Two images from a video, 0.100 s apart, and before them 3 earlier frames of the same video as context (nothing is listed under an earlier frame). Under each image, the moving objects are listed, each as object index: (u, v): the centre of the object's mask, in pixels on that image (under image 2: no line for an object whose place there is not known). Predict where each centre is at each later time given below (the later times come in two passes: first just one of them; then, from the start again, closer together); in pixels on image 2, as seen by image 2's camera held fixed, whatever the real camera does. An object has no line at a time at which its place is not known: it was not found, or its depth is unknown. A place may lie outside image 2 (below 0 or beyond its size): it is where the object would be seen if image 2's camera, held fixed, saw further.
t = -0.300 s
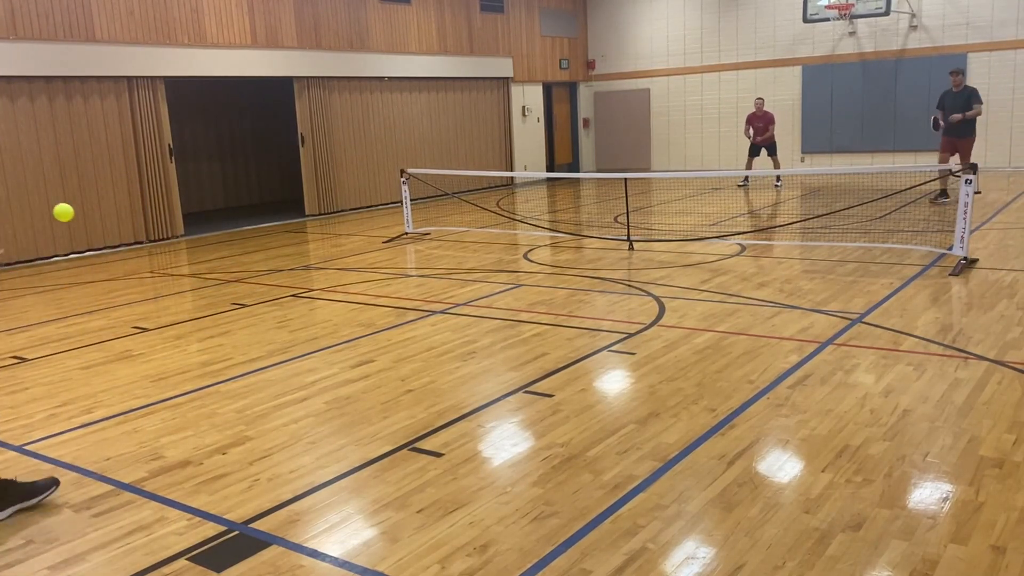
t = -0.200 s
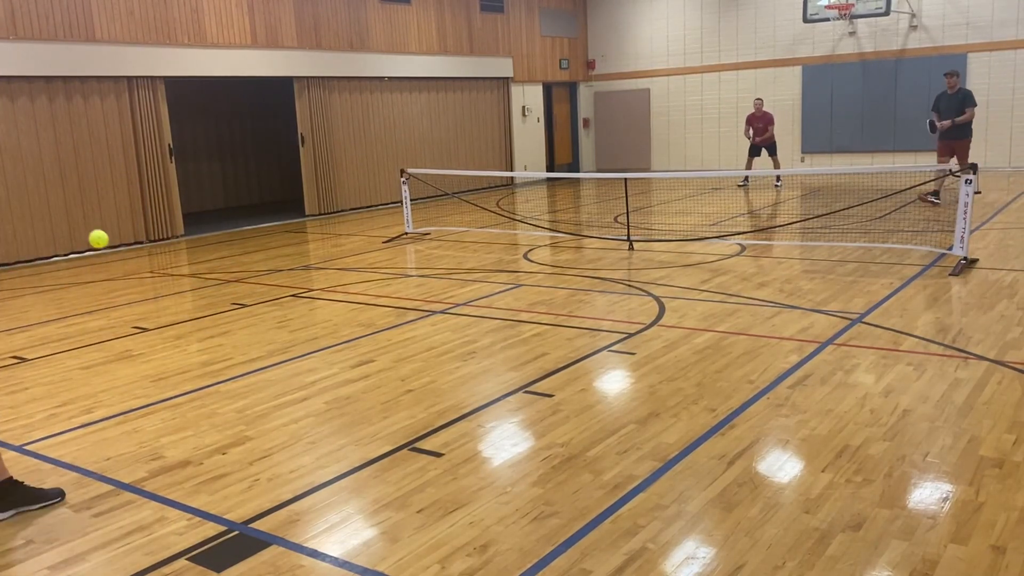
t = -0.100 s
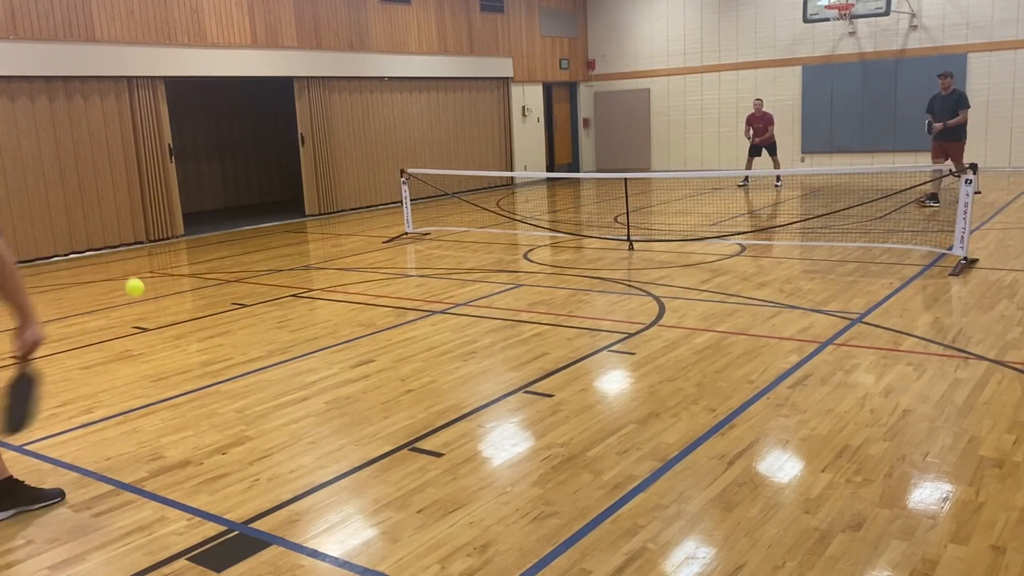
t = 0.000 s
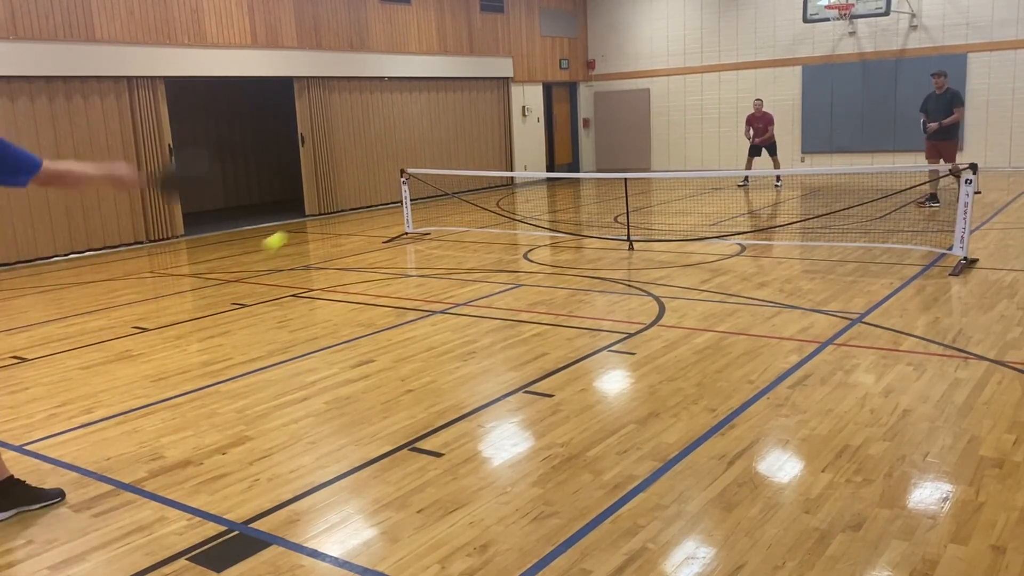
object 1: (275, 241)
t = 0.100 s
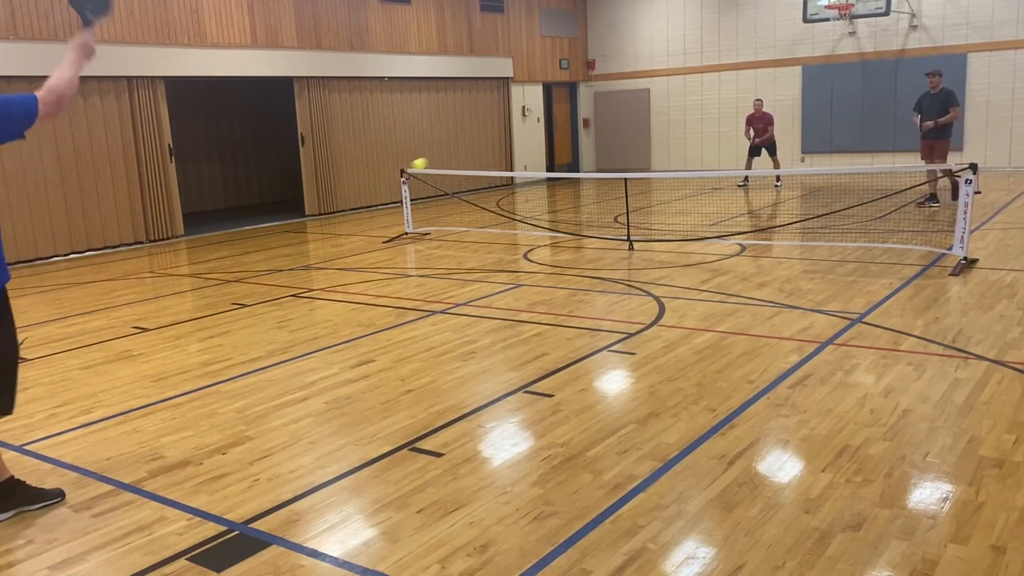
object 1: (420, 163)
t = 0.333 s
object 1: (571, 128)
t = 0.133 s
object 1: (451, 151)
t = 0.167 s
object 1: (479, 141)
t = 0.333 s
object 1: (571, 128)
